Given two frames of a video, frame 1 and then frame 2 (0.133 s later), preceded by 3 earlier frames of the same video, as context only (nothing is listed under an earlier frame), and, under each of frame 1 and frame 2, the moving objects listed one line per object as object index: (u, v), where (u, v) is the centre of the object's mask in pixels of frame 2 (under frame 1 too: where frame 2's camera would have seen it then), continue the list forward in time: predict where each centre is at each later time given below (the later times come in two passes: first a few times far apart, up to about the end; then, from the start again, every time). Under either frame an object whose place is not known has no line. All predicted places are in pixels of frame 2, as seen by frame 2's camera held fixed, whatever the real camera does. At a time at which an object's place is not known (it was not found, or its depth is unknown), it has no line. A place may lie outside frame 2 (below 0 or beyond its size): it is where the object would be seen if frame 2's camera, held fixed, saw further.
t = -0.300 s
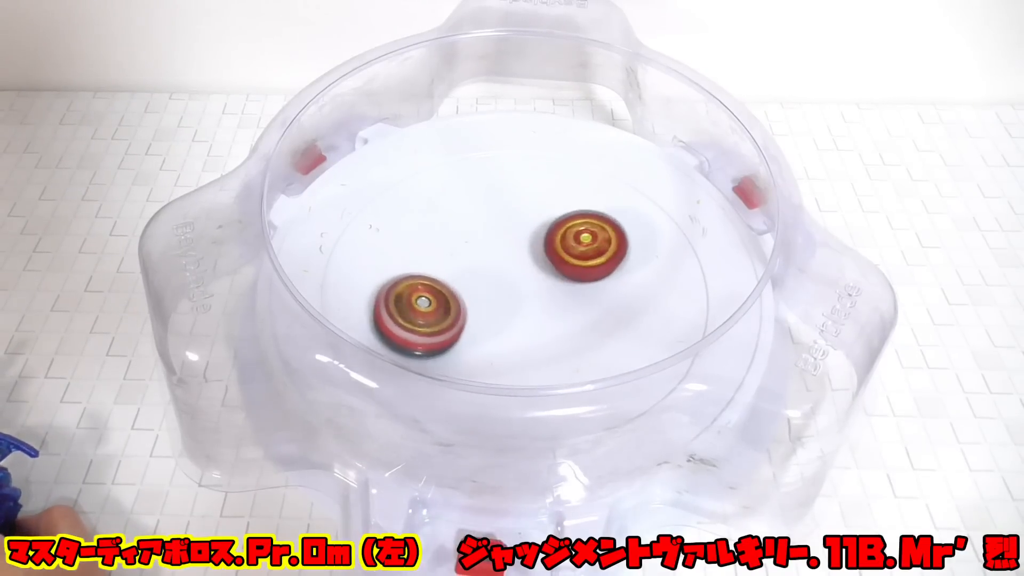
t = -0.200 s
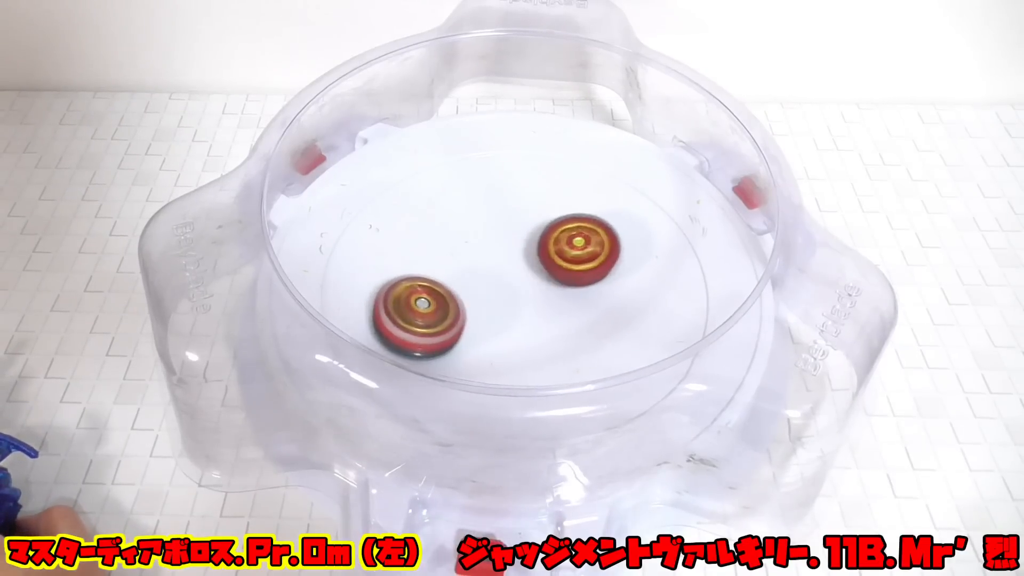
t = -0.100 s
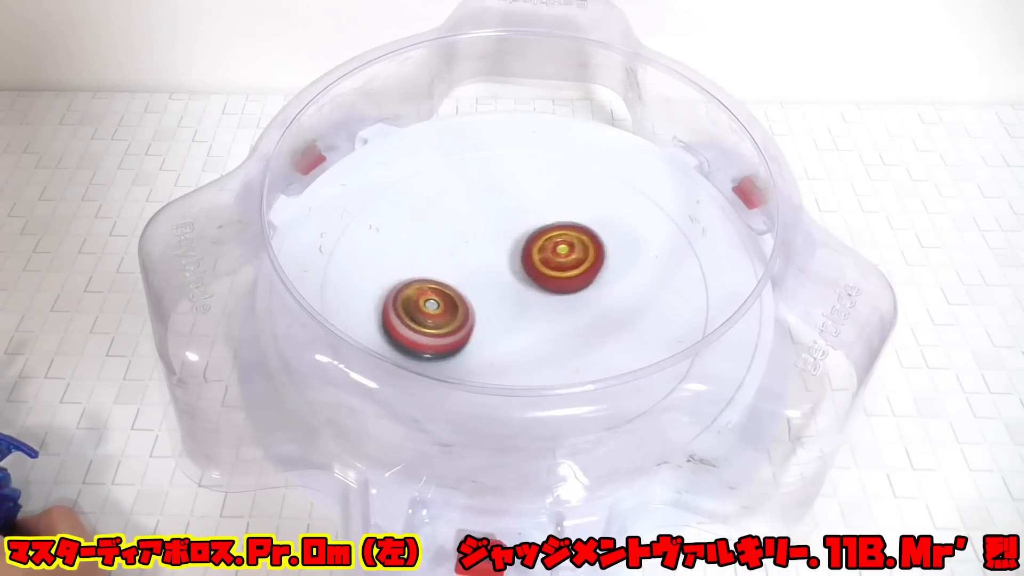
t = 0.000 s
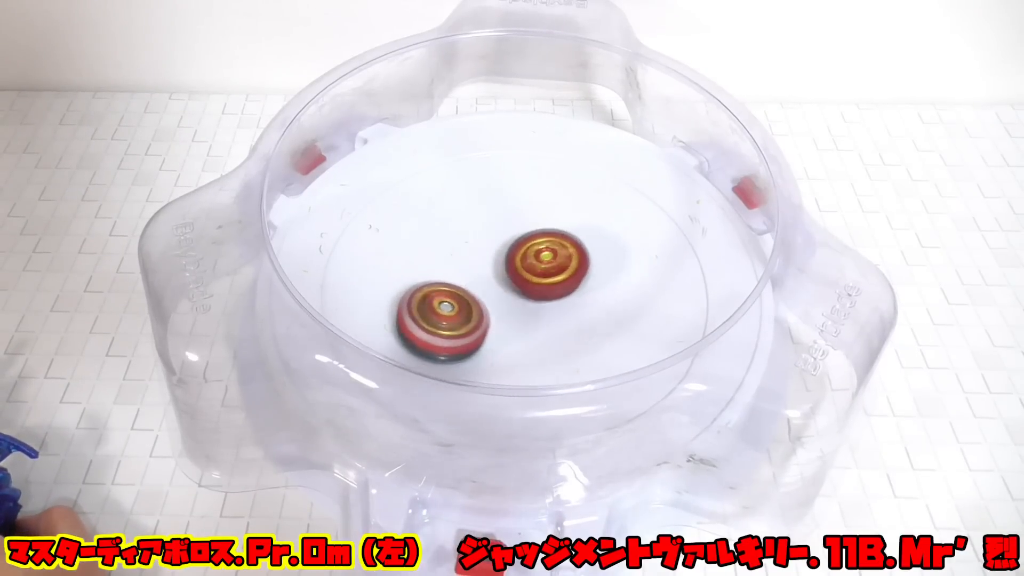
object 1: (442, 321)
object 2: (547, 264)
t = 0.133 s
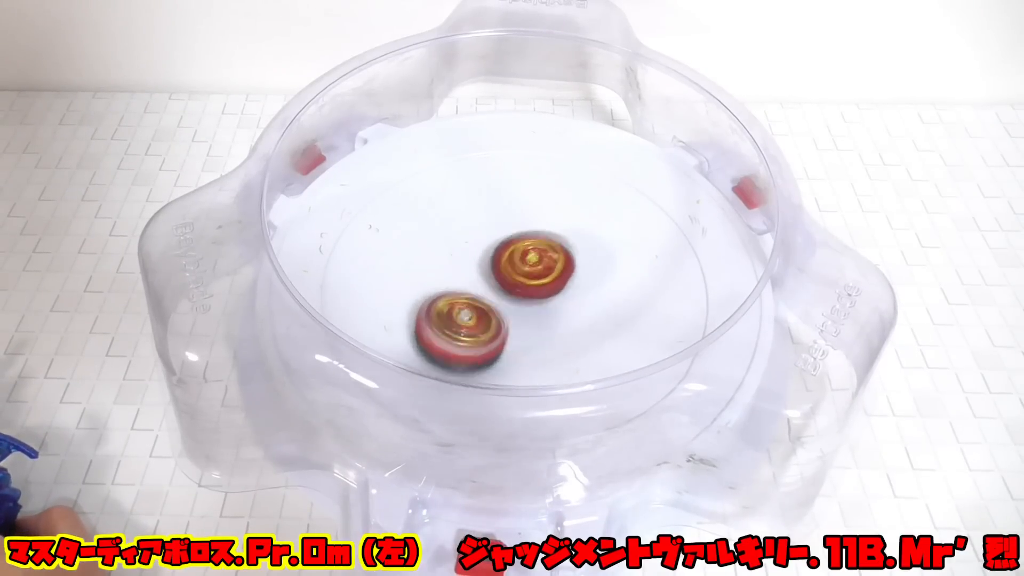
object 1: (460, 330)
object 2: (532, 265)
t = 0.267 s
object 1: (447, 350)
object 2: (549, 223)
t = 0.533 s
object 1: (486, 349)
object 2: (512, 225)
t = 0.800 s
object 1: (544, 336)
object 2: (508, 261)
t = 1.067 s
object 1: (594, 331)
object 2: (490, 257)
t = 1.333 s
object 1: (606, 298)
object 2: (504, 268)
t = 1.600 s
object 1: (603, 258)
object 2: (507, 274)
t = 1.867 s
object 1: (591, 229)
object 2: (508, 275)
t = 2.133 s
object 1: (556, 216)
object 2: (506, 285)
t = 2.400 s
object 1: (534, 195)
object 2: (506, 344)
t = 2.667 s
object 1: (492, 209)
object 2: (523, 315)
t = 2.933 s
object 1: (450, 228)
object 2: (522, 290)
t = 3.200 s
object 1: (430, 261)
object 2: (537, 291)
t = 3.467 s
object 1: (435, 303)
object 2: (528, 280)
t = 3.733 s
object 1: (465, 336)
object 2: (527, 274)
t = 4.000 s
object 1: (511, 349)
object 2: (527, 275)
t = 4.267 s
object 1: (560, 343)
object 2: (520, 259)
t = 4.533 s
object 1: (587, 316)
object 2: (514, 265)
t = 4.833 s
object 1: (601, 284)
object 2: (465, 248)
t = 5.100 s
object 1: (573, 245)
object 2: (489, 264)
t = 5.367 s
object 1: (541, 225)
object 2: (489, 280)
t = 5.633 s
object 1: (498, 221)
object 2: (497, 296)
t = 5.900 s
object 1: (459, 238)
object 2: (512, 295)
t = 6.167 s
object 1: (434, 267)
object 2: (531, 293)
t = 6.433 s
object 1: (435, 303)
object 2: (536, 286)
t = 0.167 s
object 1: (453, 342)
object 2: (542, 250)
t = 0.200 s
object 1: (450, 347)
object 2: (549, 237)
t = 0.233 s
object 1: (448, 350)
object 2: (551, 229)
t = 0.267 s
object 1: (447, 350)
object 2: (549, 223)
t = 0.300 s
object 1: (449, 351)
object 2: (544, 219)
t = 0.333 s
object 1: (452, 350)
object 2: (538, 216)
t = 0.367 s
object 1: (456, 350)
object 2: (532, 214)
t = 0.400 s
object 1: (462, 350)
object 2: (527, 214)
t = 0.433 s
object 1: (468, 350)
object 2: (522, 215)
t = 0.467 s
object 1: (474, 349)
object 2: (518, 217)
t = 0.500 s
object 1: (480, 349)
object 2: (514, 221)
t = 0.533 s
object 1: (486, 349)
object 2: (512, 225)
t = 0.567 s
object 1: (493, 348)
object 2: (510, 230)
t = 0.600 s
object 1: (500, 347)
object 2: (509, 235)
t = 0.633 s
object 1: (508, 345)
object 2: (508, 240)
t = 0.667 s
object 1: (512, 344)
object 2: (508, 243)
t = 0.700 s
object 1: (520, 342)
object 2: (508, 248)
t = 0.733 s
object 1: (528, 340)
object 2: (508, 252)
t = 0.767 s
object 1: (536, 338)
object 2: (508, 257)
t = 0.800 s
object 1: (544, 336)
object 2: (508, 261)
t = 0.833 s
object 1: (551, 334)
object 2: (508, 264)
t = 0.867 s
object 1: (562, 335)
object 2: (504, 263)
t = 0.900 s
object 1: (571, 337)
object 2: (498, 261)
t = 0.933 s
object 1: (578, 338)
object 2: (494, 259)
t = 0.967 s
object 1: (582, 337)
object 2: (491, 257)
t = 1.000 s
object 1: (587, 336)
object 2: (490, 257)
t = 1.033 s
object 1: (591, 334)
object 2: (490, 257)
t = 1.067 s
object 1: (594, 331)
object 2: (490, 257)
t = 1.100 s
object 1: (597, 328)
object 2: (491, 258)
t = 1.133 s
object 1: (599, 324)
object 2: (493, 260)
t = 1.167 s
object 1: (601, 320)
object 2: (495, 261)
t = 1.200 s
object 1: (602, 316)
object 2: (497, 263)
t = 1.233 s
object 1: (604, 312)
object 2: (499, 264)
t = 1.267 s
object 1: (604, 308)
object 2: (501, 266)
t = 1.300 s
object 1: (605, 303)
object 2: (503, 267)
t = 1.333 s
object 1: (606, 298)
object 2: (504, 268)
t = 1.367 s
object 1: (606, 293)
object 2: (505, 270)
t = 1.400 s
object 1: (606, 289)
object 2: (507, 271)
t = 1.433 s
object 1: (606, 283)
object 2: (507, 272)
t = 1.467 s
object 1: (606, 278)
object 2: (508, 273)
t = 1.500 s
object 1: (605, 272)
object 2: (508, 273)
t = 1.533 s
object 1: (605, 267)
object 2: (508, 274)
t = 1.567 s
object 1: (604, 262)
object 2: (508, 274)
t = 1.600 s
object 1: (603, 258)
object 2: (507, 274)
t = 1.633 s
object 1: (602, 253)
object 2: (507, 275)
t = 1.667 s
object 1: (601, 249)
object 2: (507, 275)
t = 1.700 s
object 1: (600, 245)
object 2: (507, 275)
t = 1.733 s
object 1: (599, 241)
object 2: (507, 275)
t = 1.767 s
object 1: (598, 238)
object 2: (507, 275)
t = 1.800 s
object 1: (596, 235)
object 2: (507, 275)
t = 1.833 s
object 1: (594, 231)
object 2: (508, 275)
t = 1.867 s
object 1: (591, 229)
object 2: (508, 275)
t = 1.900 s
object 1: (587, 226)
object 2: (508, 275)
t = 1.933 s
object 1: (583, 225)
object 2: (509, 275)
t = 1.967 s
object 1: (579, 223)
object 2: (509, 275)
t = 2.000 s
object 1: (575, 222)
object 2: (509, 276)
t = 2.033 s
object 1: (570, 221)
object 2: (510, 276)
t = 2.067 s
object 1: (565, 221)
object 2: (510, 276)
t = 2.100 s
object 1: (560, 220)
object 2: (510, 277)
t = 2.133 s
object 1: (556, 216)
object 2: (506, 285)
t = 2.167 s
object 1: (556, 206)
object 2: (499, 301)
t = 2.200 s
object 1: (555, 201)
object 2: (494, 312)
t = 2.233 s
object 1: (553, 197)
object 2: (492, 320)
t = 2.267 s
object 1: (551, 196)
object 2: (493, 328)
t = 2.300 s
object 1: (547, 195)
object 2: (495, 334)
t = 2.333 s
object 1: (543, 195)
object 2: (498, 338)
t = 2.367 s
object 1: (539, 195)
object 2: (502, 342)
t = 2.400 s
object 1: (534, 195)
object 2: (506, 344)
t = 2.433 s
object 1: (529, 196)
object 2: (509, 344)
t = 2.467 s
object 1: (525, 197)
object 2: (512, 342)
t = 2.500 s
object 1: (520, 197)
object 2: (515, 340)
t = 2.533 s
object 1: (514, 198)
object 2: (518, 335)
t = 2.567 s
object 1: (509, 200)
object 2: (520, 331)
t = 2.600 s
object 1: (504, 203)
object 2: (521, 326)
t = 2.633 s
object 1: (498, 206)
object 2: (523, 320)
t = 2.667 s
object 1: (492, 209)
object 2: (523, 315)
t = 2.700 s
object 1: (487, 213)
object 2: (524, 310)
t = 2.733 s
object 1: (481, 216)
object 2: (524, 305)
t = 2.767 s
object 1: (476, 219)
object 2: (523, 300)
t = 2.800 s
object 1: (471, 222)
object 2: (522, 295)
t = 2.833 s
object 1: (467, 225)
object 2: (519, 290)
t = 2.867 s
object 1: (462, 228)
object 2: (515, 286)
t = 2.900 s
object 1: (455, 228)
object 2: (516, 285)
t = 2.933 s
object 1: (450, 228)
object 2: (522, 290)
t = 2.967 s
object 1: (446, 230)
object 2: (528, 292)
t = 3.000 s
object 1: (443, 233)
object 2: (533, 293)
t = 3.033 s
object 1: (440, 237)
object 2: (536, 294)
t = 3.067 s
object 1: (437, 241)
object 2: (538, 294)
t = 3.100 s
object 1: (435, 246)
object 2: (539, 294)
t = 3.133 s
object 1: (433, 251)
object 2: (539, 293)
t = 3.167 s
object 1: (431, 256)
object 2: (539, 292)
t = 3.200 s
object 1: (430, 261)
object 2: (537, 291)
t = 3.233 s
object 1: (429, 266)
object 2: (536, 289)
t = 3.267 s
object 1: (429, 271)
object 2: (535, 288)
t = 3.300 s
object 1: (429, 277)
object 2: (534, 286)
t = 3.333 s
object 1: (430, 282)
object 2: (532, 285)
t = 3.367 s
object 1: (431, 287)
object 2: (531, 283)
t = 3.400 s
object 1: (432, 293)
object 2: (530, 282)
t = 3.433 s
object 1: (433, 298)
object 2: (529, 281)
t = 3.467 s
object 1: (435, 303)
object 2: (528, 280)
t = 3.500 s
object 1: (437, 308)
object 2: (528, 279)
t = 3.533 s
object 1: (439, 312)
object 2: (528, 278)
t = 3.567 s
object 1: (442, 317)
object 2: (527, 277)
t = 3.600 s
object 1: (446, 321)
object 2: (527, 276)
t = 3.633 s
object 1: (450, 325)
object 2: (527, 276)
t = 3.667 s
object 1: (454, 329)
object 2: (527, 275)
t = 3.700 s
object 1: (460, 332)
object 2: (527, 275)
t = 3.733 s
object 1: (465, 336)
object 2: (527, 274)
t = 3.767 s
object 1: (470, 339)
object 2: (527, 274)
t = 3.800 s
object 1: (476, 342)
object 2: (528, 274)
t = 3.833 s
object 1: (482, 344)
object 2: (528, 274)
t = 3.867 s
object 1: (488, 346)
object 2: (528, 274)
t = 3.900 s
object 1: (494, 347)
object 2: (528, 274)
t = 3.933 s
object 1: (499, 348)
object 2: (528, 274)
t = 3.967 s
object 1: (505, 349)
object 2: (527, 274)
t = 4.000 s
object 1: (511, 349)
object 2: (527, 275)
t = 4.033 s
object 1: (518, 349)
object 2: (527, 275)
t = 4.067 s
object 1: (526, 350)
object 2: (526, 272)
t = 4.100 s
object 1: (533, 350)
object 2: (524, 267)
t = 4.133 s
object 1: (539, 350)
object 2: (523, 264)
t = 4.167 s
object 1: (545, 349)
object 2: (522, 261)
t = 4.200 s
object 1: (550, 348)
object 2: (521, 260)
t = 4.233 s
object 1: (555, 346)
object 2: (521, 259)
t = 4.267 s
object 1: (560, 343)
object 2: (520, 259)
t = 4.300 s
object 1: (564, 341)
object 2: (520, 259)
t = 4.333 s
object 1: (568, 338)
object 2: (519, 260)
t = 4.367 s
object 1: (572, 335)
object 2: (518, 260)
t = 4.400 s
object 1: (576, 332)
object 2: (518, 261)
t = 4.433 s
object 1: (579, 329)
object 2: (517, 262)
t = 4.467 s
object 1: (582, 325)
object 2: (516, 263)
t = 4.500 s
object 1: (584, 321)
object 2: (515, 264)
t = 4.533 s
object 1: (587, 316)
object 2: (514, 265)
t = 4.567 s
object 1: (589, 312)
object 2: (513, 265)
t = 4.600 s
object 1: (599, 310)
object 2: (499, 261)
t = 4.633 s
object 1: (606, 308)
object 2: (486, 255)
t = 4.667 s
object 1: (609, 306)
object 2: (475, 251)
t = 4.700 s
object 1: (609, 302)
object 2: (469, 248)
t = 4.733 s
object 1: (608, 298)
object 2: (466, 246)
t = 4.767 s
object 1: (606, 294)
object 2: (464, 246)
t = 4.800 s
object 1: (604, 289)
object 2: (464, 247)
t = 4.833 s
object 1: (601, 284)
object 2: (465, 248)
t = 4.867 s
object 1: (597, 279)
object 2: (467, 250)
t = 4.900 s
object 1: (594, 273)
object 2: (469, 252)
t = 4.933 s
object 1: (590, 268)
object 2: (473, 255)
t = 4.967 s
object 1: (587, 263)
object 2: (476, 257)
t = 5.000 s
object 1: (583, 258)
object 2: (479, 259)
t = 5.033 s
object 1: (580, 253)
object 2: (483, 261)
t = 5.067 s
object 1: (577, 249)
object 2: (486, 262)
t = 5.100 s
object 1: (573, 245)
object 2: (489, 264)
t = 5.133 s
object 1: (572, 242)
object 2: (487, 267)
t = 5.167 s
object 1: (570, 239)
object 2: (485, 270)
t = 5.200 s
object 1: (566, 237)
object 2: (484, 273)
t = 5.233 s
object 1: (562, 235)
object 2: (484, 275)
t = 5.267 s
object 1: (557, 233)
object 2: (485, 276)
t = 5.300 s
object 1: (551, 230)
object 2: (486, 277)
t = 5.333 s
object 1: (546, 228)
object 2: (488, 278)
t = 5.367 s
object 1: (541, 225)
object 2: (489, 280)
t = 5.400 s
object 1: (536, 224)
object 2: (490, 283)
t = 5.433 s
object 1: (531, 224)
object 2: (490, 285)
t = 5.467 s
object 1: (526, 223)
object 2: (491, 286)
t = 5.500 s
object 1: (520, 222)
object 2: (492, 287)
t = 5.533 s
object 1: (515, 222)
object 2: (493, 289)
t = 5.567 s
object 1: (509, 221)
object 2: (494, 292)
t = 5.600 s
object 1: (504, 221)
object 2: (495, 295)
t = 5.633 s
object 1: (498, 221)
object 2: (497, 296)
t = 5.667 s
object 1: (493, 222)
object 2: (498, 297)
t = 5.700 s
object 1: (489, 223)
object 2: (500, 298)
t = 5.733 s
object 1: (483, 225)
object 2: (501, 298)
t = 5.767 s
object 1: (478, 227)
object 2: (503, 298)
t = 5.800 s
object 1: (473, 230)
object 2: (505, 297)
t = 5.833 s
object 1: (468, 232)
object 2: (508, 297)
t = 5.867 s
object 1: (464, 235)
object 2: (510, 296)
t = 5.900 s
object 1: (459, 238)
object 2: (512, 295)
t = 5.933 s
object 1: (455, 241)
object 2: (514, 294)
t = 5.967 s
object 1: (451, 244)
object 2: (516, 293)
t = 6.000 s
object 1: (447, 248)
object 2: (518, 293)
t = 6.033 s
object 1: (444, 252)
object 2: (519, 292)
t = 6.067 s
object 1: (441, 254)
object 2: (523, 293)
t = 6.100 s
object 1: (438, 258)
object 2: (527, 293)
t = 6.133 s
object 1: (435, 262)
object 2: (530, 293)
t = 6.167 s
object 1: (434, 267)
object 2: (531, 293)
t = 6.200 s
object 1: (433, 271)
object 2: (532, 292)
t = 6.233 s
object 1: (432, 276)
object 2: (533, 291)
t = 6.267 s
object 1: (432, 280)
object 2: (533, 290)
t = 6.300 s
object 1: (433, 285)
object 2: (533, 290)
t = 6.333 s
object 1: (434, 290)
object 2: (533, 289)
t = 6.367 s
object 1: (435, 294)
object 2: (532, 288)
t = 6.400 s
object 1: (437, 299)
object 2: (532, 288)
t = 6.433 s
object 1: (435, 303)
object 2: (536, 286)
